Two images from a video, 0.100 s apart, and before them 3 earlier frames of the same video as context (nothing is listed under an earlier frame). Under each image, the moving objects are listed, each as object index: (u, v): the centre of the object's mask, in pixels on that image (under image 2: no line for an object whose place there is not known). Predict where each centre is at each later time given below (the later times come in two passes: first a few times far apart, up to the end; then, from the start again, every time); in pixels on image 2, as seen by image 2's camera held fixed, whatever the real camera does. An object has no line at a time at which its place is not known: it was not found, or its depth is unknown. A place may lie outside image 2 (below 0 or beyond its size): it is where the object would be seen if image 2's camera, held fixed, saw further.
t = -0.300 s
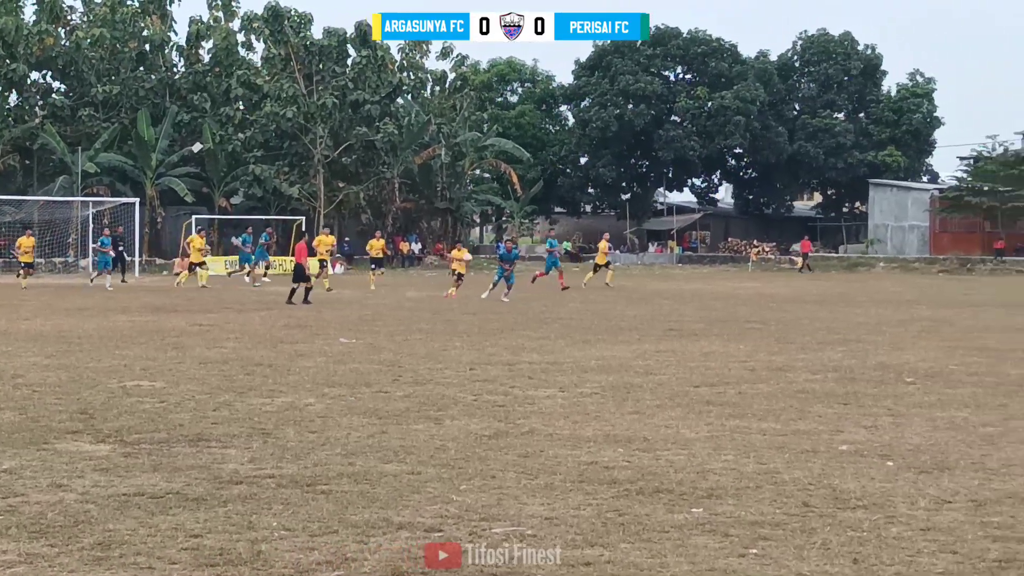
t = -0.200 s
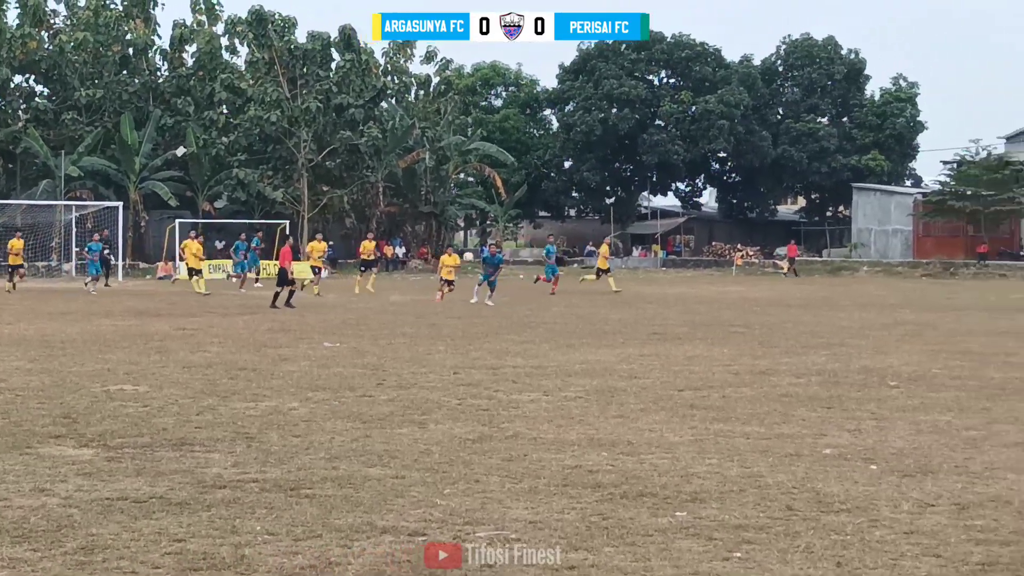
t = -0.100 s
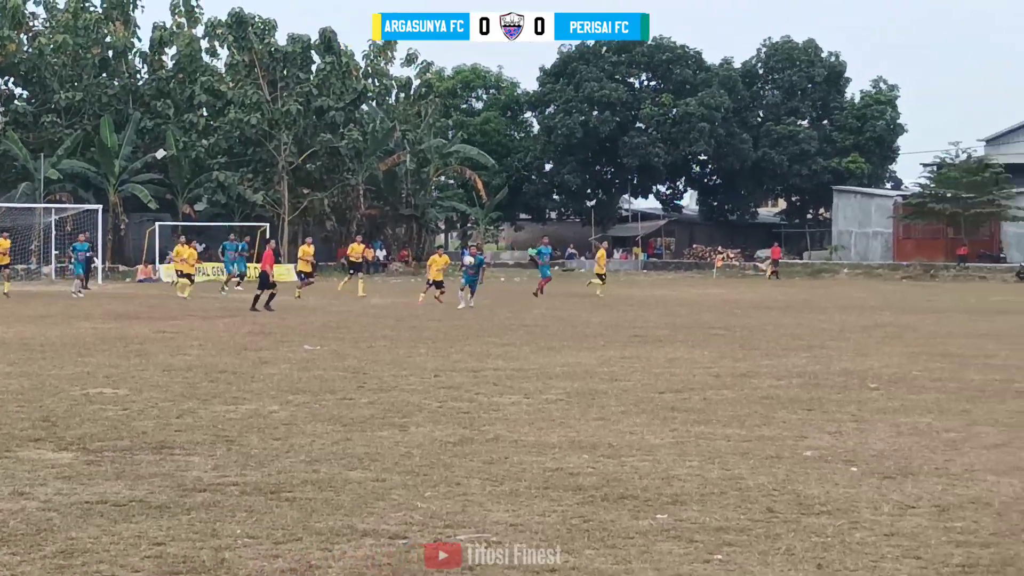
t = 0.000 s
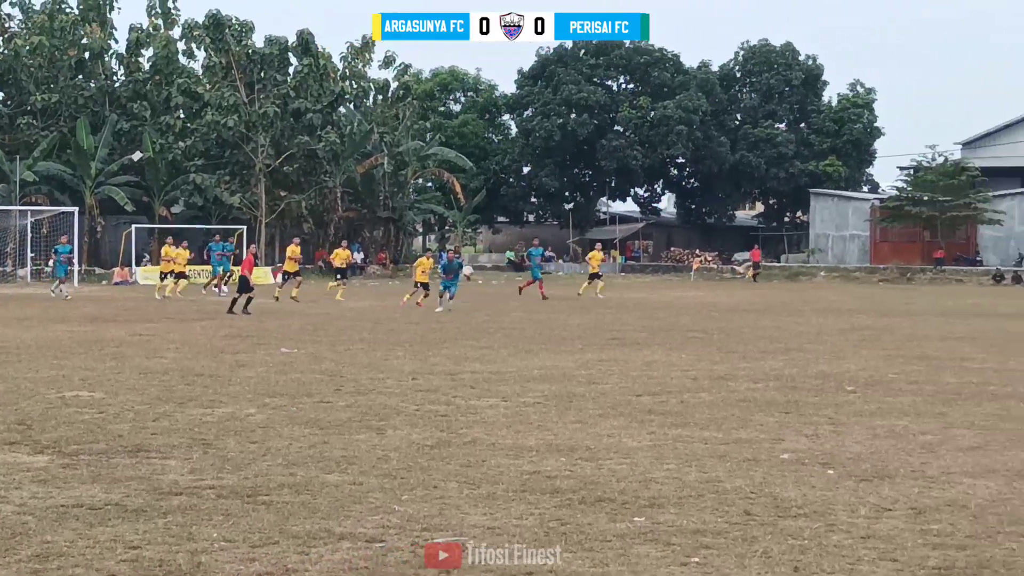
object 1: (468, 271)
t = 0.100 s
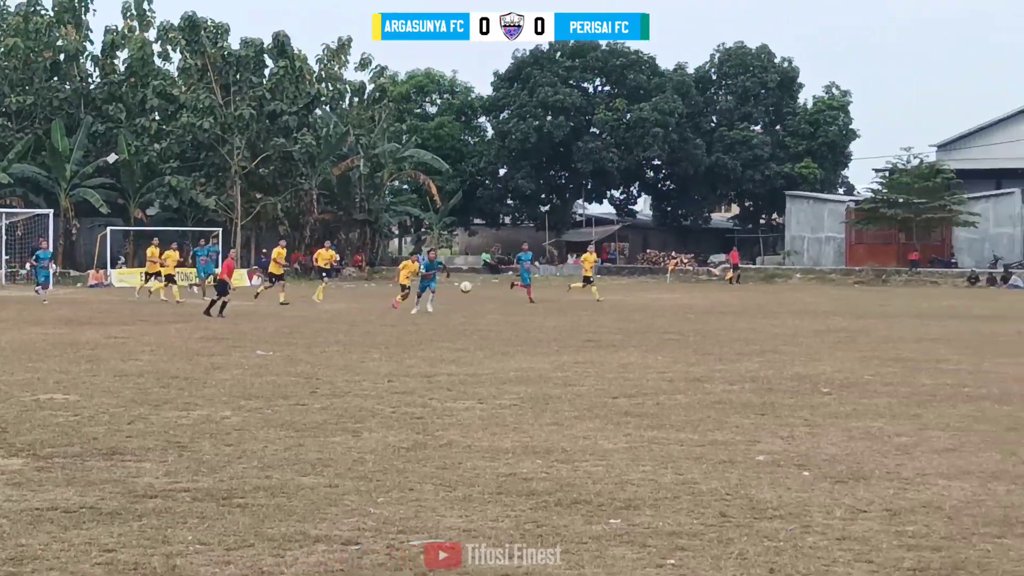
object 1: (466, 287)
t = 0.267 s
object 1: (507, 327)
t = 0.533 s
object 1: (554, 293)
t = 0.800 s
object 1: (604, 302)
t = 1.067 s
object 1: (658, 341)
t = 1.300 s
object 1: (710, 324)
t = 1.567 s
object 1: (774, 362)
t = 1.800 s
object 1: (843, 357)
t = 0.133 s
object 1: (473, 293)
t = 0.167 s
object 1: (482, 300)
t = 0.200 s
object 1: (490, 309)
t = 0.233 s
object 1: (498, 317)
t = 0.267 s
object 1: (507, 327)
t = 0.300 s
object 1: (514, 326)
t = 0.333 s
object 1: (520, 319)
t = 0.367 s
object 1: (525, 313)
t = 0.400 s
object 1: (531, 308)
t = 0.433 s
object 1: (537, 303)
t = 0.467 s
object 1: (543, 298)
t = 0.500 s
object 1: (548, 295)
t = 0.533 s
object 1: (554, 293)
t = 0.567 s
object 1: (560, 291)
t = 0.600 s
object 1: (567, 290)
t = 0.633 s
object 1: (573, 290)
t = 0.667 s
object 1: (579, 291)
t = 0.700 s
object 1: (585, 292)
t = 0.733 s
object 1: (591, 295)
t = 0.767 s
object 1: (598, 298)
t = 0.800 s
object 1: (604, 302)
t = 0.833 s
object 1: (611, 307)
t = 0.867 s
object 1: (617, 313)
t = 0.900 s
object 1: (624, 320)
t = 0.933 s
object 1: (630, 327)
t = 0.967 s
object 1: (637, 336)
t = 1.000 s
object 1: (644, 345)
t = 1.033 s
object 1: (651, 346)
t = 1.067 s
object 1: (658, 341)
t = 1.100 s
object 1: (665, 336)
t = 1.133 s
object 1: (673, 332)
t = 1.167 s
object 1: (680, 328)
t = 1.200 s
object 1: (687, 326)
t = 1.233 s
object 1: (695, 324)
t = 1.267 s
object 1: (703, 323)
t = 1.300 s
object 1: (710, 324)
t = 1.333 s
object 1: (718, 325)
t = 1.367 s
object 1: (726, 327)
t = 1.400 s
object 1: (733, 330)
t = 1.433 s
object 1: (742, 334)
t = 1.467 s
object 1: (750, 339)
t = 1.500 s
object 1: (758, 346)
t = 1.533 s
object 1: (766, 353)
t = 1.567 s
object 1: (774, 362)
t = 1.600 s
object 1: (783, 368)
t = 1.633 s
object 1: (792, 364)
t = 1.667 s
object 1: (802, 360)
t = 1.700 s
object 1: (812, 358)
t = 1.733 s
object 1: (822, 356)
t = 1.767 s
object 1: (832, 356)
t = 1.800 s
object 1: (843, 357)
